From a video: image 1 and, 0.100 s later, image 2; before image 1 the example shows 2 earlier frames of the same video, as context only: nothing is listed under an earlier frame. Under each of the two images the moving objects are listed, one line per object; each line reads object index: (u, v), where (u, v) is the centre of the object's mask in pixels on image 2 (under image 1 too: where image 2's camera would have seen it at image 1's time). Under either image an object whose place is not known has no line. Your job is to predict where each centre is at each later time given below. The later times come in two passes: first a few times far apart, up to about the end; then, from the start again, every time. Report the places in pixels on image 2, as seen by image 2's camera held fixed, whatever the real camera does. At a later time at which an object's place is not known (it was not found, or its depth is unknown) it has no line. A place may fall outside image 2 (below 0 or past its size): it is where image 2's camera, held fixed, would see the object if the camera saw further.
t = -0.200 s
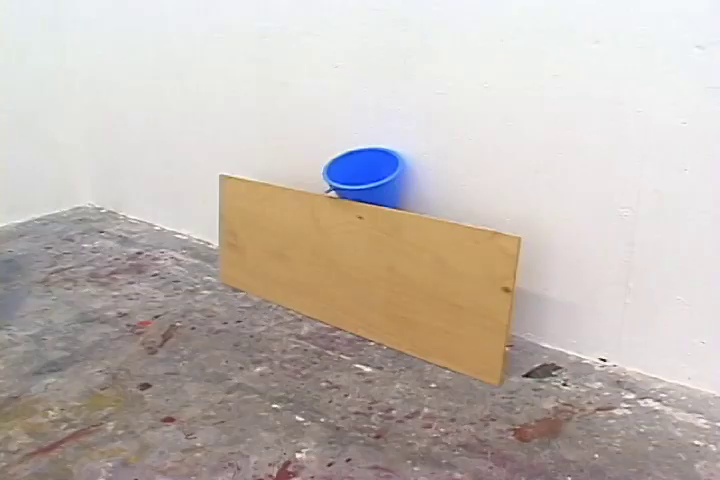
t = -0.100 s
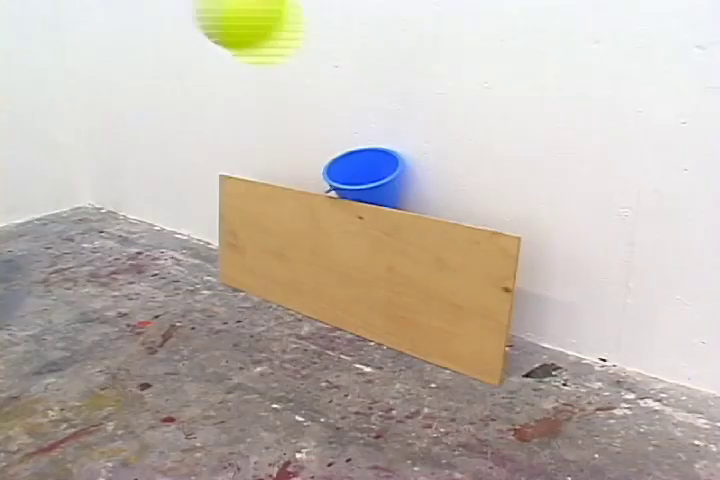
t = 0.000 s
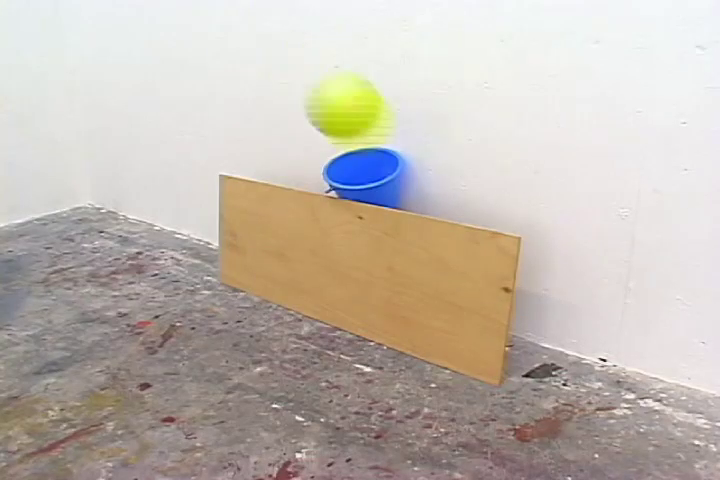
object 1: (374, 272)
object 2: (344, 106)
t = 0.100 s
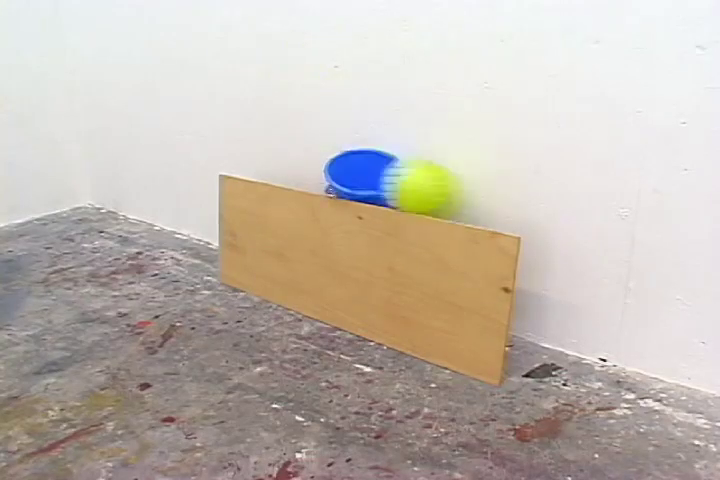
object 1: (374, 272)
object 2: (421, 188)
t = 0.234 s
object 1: (372, 272)
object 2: (509, 236)
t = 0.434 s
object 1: (369, 273)
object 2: (555, 345)
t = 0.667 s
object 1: (364, 275)
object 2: (622, 307)
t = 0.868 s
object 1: (356, 280)
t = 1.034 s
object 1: (343, 292)
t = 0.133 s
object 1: (374, 272)
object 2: (453, 199)
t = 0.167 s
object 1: (373, 272)
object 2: (480, 210)
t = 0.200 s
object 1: (372, 272)
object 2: (490, 218)
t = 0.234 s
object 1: (372, 272)
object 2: (509, 236)
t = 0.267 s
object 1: (372, 273)
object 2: (525, 263)
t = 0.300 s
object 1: (371, 273)
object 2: (528, 278)
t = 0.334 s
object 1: (371, 273)
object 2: (533, 292)
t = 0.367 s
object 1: (370, 273)
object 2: (539, 308)
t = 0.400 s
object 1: (370, 273)
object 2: (545, 325)
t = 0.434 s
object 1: (369, 273)
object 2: (555, 345)
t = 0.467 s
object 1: (369, 274)
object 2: (567, 337)
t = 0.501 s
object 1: (368, 274)
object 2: (579, 325)
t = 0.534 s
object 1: (367, 274)
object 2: (591, 315)
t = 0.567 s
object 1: (366, 274)
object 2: (603, 308)
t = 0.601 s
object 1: (366, 275)
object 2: (610, 305)
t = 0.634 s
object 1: (365, 275)
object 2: (616, 305)
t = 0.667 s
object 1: (364, 275)
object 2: (622, 307)
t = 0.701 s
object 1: (363, 276)
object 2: (627, 312)
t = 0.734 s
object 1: (362, 276)
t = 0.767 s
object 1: (361, 277)
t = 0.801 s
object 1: (360, 278)
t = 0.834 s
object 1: (358, 278)
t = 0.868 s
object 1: (356, 280)
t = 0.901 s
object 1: (355, 281)
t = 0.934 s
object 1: (352, 283)
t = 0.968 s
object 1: (350, 285)
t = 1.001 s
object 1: (346, 288)
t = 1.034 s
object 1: (343, 292)
